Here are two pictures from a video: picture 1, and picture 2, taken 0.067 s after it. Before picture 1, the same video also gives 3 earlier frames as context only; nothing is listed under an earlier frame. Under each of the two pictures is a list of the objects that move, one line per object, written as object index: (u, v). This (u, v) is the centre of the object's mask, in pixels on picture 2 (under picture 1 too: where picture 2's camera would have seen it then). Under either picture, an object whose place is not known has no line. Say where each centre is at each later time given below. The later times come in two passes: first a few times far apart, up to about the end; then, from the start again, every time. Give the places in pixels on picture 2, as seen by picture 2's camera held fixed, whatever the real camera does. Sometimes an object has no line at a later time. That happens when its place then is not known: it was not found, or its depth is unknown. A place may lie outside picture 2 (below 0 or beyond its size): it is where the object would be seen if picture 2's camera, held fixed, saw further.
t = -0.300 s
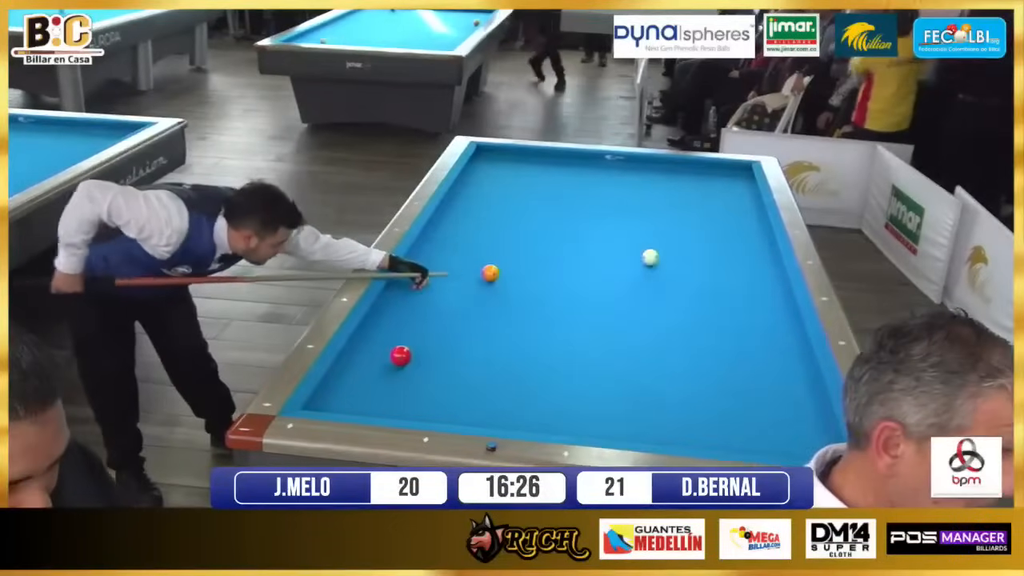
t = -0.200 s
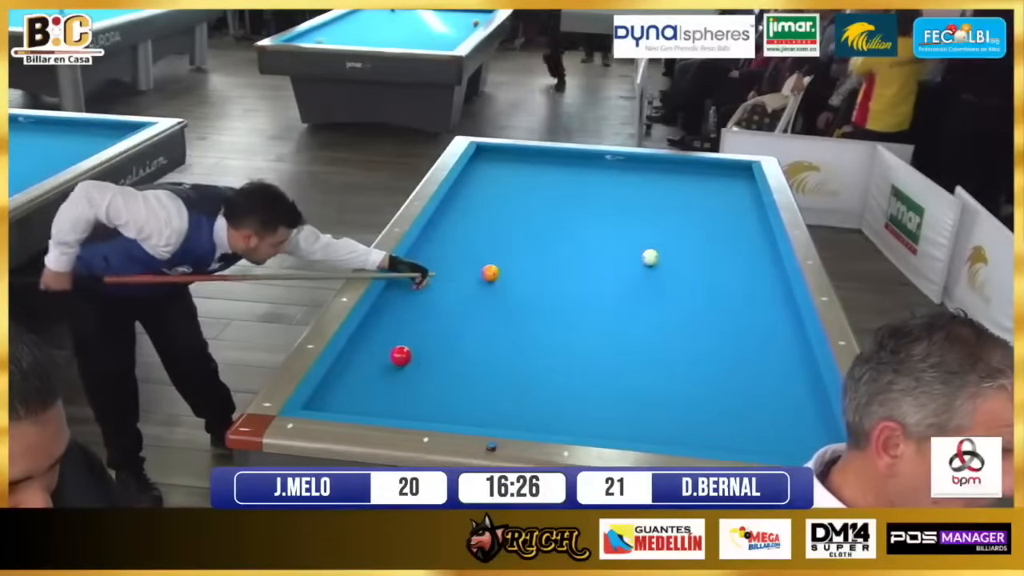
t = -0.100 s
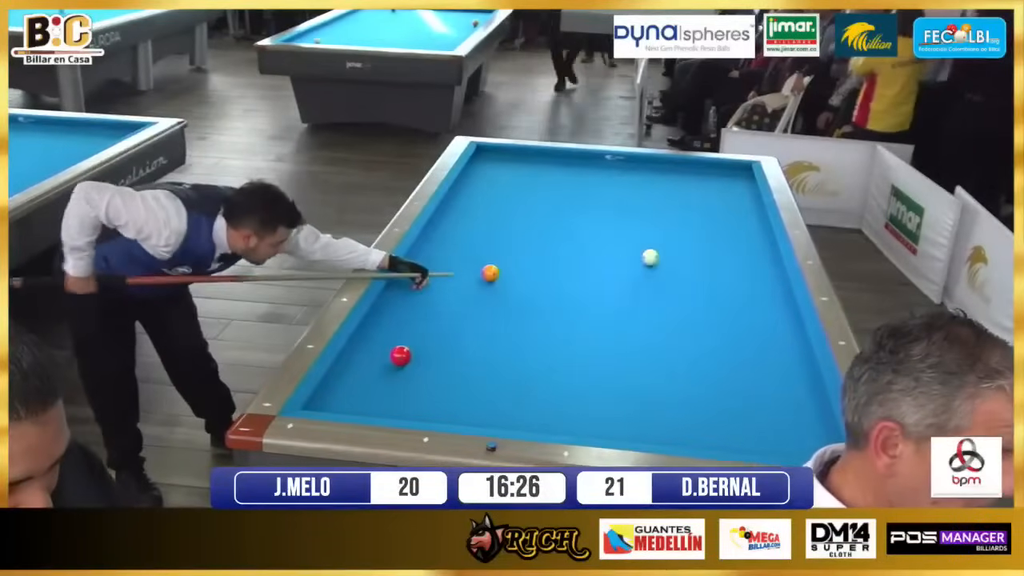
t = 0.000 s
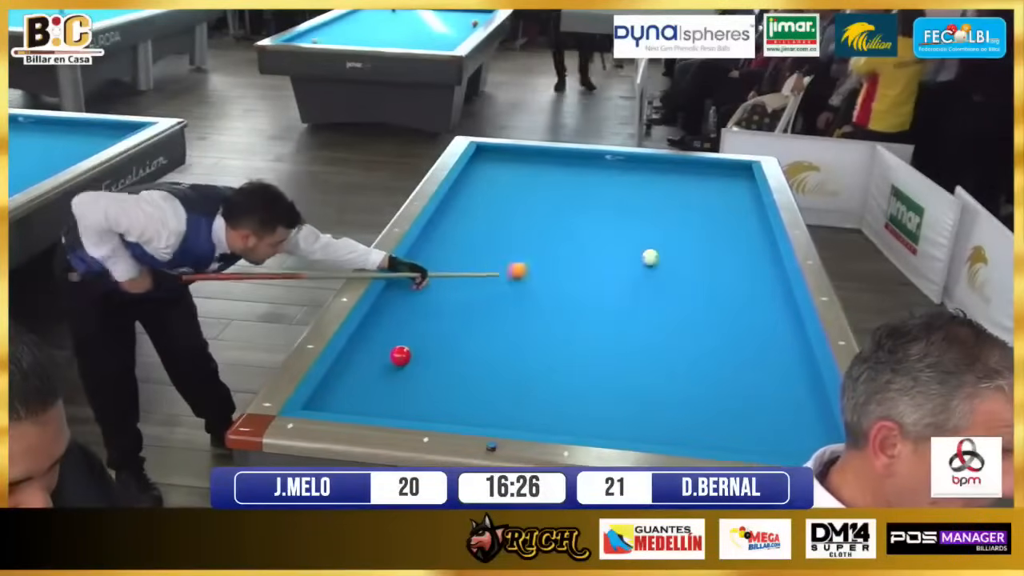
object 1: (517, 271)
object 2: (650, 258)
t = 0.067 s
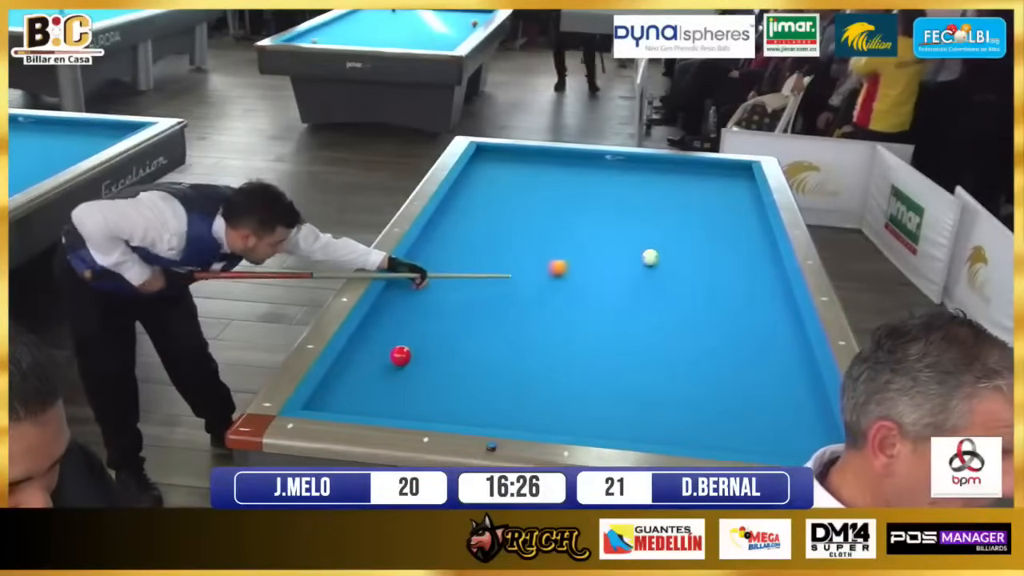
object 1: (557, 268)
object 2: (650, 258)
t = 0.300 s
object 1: (664, 267)
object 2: (665, 249)
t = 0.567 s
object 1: (745, 283)
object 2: (702, 230)
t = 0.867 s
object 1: (747, 299)
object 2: (734, 212)
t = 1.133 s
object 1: (703, 312)
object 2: (753, 198)
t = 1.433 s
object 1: (650, 328)
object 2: (731, 184)
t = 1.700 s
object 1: (600, 343)
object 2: (715, 172)
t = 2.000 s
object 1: (541, 361)
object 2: (698, 163)
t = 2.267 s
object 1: (485, 378)
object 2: (683, 168)
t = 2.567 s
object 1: (419, 397)
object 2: (667, 173)
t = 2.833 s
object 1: (358, 408)
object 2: (652, 178)
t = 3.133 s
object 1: (333, 391)
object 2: (635, 183)
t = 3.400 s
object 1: (369, 378)
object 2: (620, 188)
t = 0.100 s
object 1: (576, 267)
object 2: (650, 258)
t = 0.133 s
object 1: (595, 265)
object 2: (650, 258)
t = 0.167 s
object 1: (612, 264)
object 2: (650, 258)
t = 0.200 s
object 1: (629, 263)
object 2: (650, 258)
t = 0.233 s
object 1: (644, 263)
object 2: (653, 255)
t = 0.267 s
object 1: (654, 264)
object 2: (658, 251)
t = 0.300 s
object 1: (664, 267)
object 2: (665, 249)
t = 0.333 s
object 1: (673, 270)
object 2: (670, 246)
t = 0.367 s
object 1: (683, 272)
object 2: (675, 244)
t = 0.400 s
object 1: (693, 274)
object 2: (680, 241)
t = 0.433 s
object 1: (703, 276)
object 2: (686, 238)
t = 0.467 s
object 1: (714, 277)
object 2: (690, 236)
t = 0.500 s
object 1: (724, 279)
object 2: (694, 234)
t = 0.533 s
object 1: (734, 281)
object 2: (698, 232)
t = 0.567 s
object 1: (745, 283)
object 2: (702, 230)
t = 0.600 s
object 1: (755, 286)
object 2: (706, 228)
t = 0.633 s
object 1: (766, 288)
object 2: (709, 225)
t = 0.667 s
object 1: (777, 289)
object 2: (713, 223)
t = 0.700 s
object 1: (784, 291)
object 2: (717, 222)
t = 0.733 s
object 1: (776, 293)
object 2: (720, 220)
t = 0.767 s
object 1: (768, 294)
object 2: (724, 218)
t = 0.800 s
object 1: (760, 296)
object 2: (727, 216)
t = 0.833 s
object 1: (754, 297)
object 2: (731, 214)
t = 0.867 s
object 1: (747, 299)
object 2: (734, 212)
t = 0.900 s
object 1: (741, 300)
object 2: (737, 210)
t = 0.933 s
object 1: (736, 302)
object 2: (740, 209)
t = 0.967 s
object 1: (731, 304)
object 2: (744, 207)
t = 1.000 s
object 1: (726, 305)
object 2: (747, 205)
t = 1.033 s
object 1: (720, 307)
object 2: (750, 203)
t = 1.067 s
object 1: (714, 308)
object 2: (753, 202)
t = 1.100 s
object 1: (709, 310)
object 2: (756, 200)
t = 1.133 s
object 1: (703, 312)
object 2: (753, 198)
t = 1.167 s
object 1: (697, 314)
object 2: (750, 196)
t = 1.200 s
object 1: (692, 316)
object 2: (747, 195)
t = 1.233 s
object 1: (686, 317)
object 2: (745, 193)
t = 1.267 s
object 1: (680, 319)
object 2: (743, 191)
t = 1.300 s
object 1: (674, 321)
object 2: (740, 190)
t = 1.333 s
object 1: (668, 323)
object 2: (738, 188)
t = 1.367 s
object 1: (662, 324)
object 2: (735, 187)
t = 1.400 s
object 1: (656, 326)
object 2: (733, 185)
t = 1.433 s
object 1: (650, 328)
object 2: (731, 184)
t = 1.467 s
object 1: (644, 330)
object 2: (729, 182)
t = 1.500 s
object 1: (638, 331)
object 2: (727, 181)
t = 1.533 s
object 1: (632, 333)
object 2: (725, 179)
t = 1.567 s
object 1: (626, 335)
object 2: (723, 178)
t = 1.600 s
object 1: (619, 337)
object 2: (721, 176)
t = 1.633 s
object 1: (613, 339)
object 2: (719, 175)
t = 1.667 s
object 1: (607, 341)
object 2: (717, 173)
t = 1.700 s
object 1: (600, 343)
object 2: (715, 172)
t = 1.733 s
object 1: (594, 345)
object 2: (713, 170)
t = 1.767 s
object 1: (588, 347)
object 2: (711, 170)
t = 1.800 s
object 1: (581, 349)
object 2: (709, 168)
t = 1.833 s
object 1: (575, 351)
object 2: (707, 167)
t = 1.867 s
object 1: (568, 353)
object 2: (705, 166)
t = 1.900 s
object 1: (561, 355)
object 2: (703, 164)
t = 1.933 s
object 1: (555, 357)
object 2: (701, 163)
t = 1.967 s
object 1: (548, 359)
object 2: (700, 163)
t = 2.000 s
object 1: (541, 361)
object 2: (698, 163)
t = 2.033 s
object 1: (534, 363)
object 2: (696, 164)
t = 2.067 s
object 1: (528, 365)
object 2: (694, 165)
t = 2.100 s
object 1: (521, 367)
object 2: (692, 165)
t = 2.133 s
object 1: (514, 369)
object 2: (690, 166)
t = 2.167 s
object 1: (507, 371)
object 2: (689, 167)
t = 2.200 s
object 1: (500, 373)
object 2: (687, 167)
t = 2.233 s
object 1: (492, 375)
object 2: (685, 168)
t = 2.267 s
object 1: (485, 378)
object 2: (683, 168)
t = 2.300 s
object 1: (478, 380)
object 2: (681, 169)
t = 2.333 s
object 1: (471, 382)
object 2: (679, 169)
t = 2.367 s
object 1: (464, 383)
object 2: (678, 170)
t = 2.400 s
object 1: (456, 386)
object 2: (676, 170)
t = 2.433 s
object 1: (449, 388)
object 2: (674, 171)
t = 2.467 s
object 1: (442, 390)
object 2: (672, 172)
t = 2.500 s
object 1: (434, 393)
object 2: (671, 172)
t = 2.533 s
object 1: (426, 395)
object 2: (669, 173)
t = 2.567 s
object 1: (419, 397)
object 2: (667, 173)
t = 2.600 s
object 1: (411, 399)
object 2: (665, 174)
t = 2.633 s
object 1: (403, 402)
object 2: (663, 175)
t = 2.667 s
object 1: (395, 404)
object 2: (661, 175)
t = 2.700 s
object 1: (387, 406)
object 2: (659, 176)
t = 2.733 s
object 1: (380, 408)
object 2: (658, 176)
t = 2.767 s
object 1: (372, 409)
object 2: (656, 177)
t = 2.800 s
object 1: (364, 410)
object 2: (654, 178)
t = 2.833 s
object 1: (358, 408)
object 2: (652, 178)
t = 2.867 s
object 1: (353, 407)
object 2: (650, 179)
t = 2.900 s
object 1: (348, 405)
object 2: (648, 179)
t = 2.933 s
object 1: (344, 403)
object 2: (646, 180)
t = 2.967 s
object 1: (339, 401)
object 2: (644, 181)
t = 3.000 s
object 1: (334, 398)
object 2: (643, 181)
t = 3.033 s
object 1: (329, 396)
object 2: (641, 181)
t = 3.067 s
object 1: (324, 394)
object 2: (639, 182)
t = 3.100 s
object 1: (327, 392)
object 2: (637, 183)
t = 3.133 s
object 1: (333, 391)
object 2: (635, 183)
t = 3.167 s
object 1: (337, 389)
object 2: (633, 184)
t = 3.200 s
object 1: (342, 387)
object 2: (631, 185)
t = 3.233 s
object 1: (346, 386)
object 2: (629, 185)
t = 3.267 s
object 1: (351, 384)
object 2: (627, 186)
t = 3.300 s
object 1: (356, 383)
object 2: (626, 187)
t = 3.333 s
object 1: (360, 381)
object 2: (624, 187)
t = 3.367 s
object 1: (364, 380)
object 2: (622, 188)
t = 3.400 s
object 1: (369, 378)
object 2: (620, 188)
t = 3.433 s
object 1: (373, 377)
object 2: (618, 189)
